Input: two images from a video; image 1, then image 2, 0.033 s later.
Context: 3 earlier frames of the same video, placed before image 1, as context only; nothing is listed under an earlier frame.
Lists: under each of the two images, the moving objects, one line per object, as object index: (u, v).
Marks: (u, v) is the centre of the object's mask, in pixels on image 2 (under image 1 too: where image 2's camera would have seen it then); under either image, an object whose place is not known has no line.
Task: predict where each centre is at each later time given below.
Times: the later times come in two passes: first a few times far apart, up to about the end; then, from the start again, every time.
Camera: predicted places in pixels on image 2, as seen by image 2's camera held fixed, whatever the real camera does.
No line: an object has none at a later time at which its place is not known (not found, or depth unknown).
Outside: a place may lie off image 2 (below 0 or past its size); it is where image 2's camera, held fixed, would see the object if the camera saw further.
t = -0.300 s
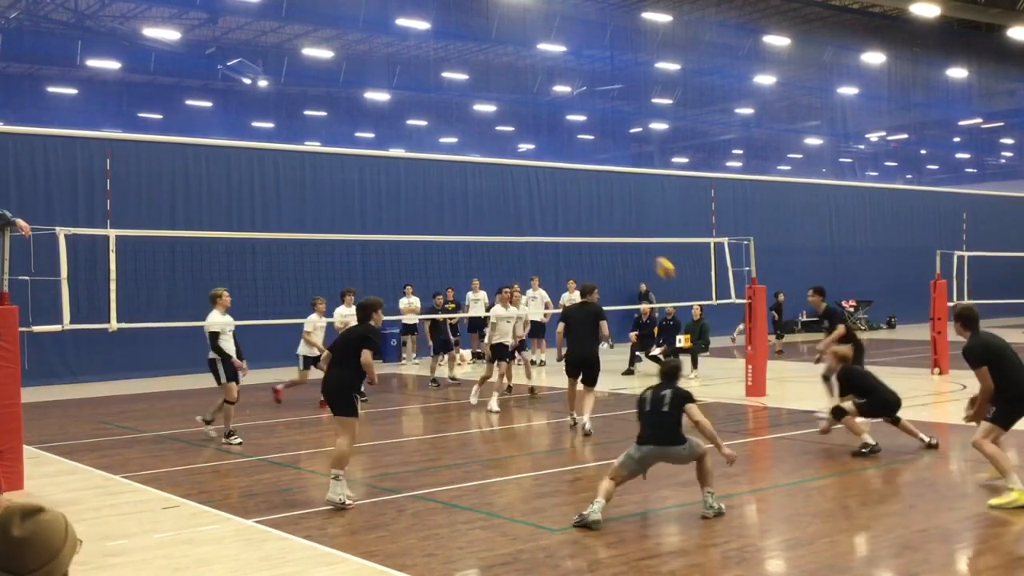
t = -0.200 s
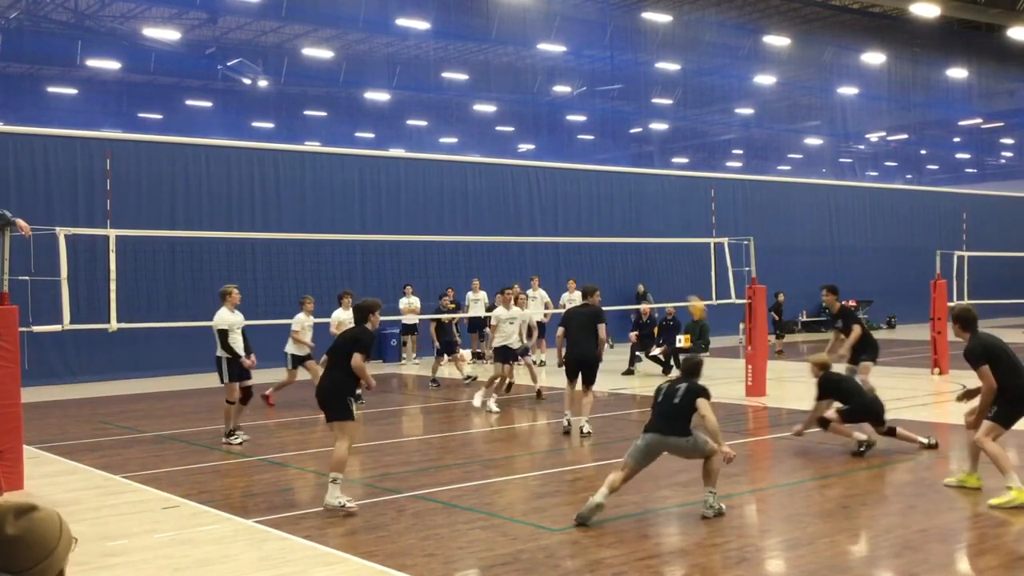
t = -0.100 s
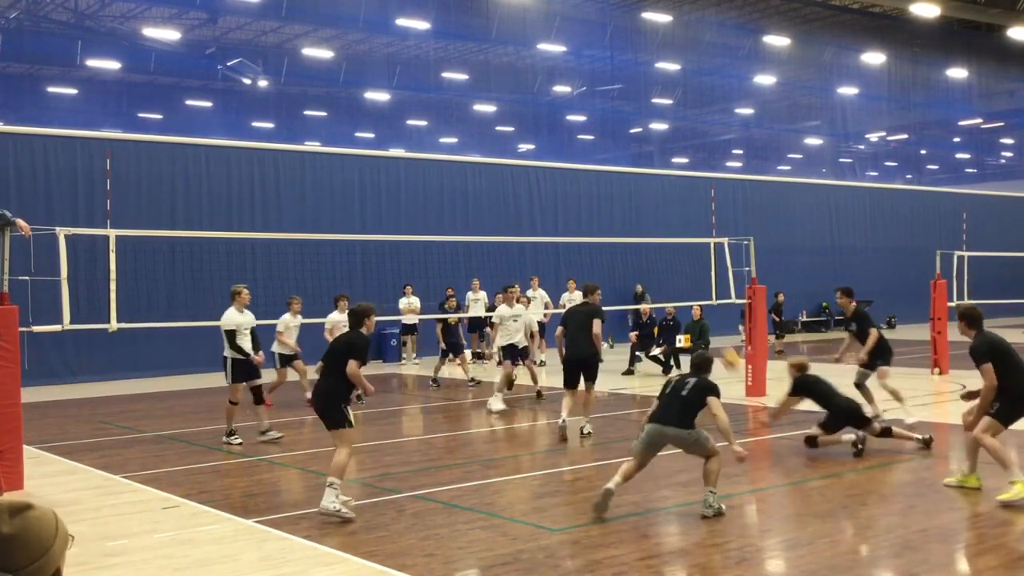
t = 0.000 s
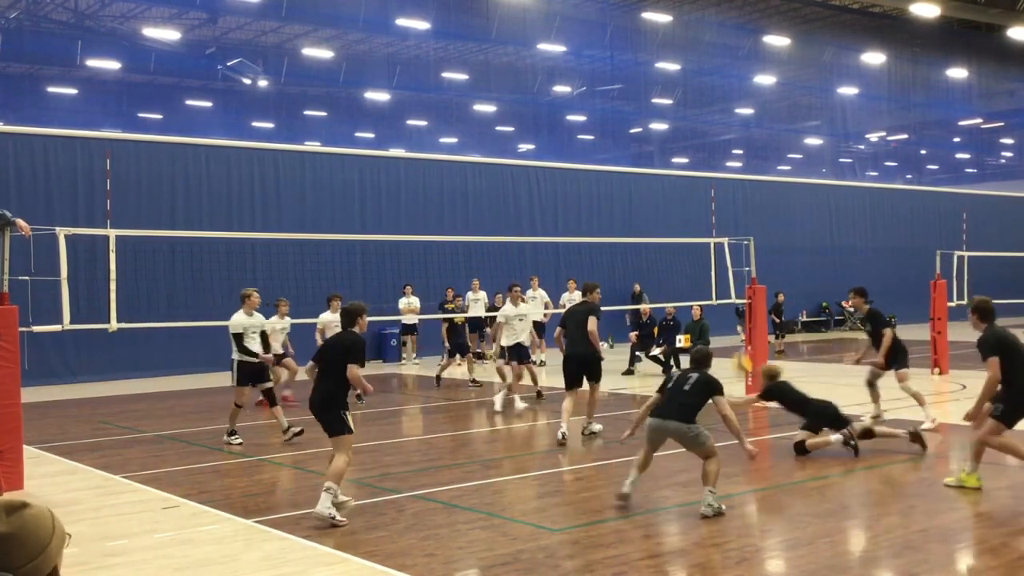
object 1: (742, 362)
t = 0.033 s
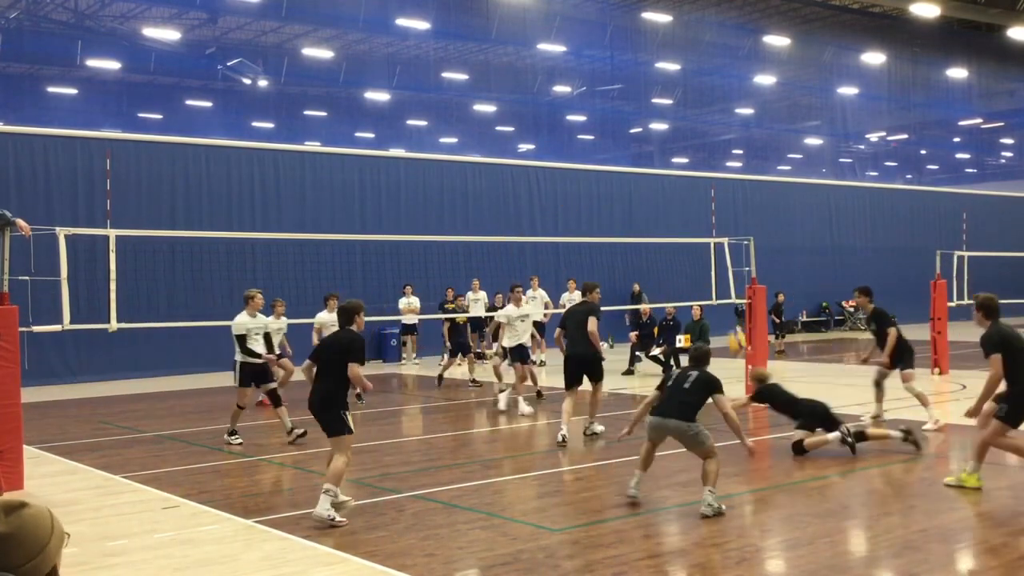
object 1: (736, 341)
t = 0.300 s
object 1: (693, 204)
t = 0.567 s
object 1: (655, 127)
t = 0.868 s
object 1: (614, 115)
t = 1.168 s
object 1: (576, 182)
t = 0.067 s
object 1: (730, 321)
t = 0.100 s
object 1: (725, 301)
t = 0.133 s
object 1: (719, 282)
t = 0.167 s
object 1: (714, 265)
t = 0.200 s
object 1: (708, 249)
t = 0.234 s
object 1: (703, 231)
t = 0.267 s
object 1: (698, 217)
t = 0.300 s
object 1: (693, 204)
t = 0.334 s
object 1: (688, 191)
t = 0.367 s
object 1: (684, 179)
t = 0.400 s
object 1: (678, 169)
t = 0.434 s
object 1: (673, 157)
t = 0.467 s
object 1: (669, 147)
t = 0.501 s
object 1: (665, 141)
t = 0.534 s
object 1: (659, 135)
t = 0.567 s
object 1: (655, 127)
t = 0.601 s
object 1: (650, 121)
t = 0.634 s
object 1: (645, 117)
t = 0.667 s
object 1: (641, 114)
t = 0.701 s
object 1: (637, 112)
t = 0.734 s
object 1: (632, 111)
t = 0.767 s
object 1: (628, 110)
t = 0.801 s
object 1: (623, 111)
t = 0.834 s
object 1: (619, 112)
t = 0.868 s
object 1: (614, 115)
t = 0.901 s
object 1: (610, 118)
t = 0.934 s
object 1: (606, 123)
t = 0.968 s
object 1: (601, 128)
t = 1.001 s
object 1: (598, 135)
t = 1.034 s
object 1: (593, 142)
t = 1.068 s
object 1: (589, 151)
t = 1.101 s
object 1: (585, 160)
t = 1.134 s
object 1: (580, 171)
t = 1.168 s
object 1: (576, 182)
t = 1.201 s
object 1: (571, 194)
